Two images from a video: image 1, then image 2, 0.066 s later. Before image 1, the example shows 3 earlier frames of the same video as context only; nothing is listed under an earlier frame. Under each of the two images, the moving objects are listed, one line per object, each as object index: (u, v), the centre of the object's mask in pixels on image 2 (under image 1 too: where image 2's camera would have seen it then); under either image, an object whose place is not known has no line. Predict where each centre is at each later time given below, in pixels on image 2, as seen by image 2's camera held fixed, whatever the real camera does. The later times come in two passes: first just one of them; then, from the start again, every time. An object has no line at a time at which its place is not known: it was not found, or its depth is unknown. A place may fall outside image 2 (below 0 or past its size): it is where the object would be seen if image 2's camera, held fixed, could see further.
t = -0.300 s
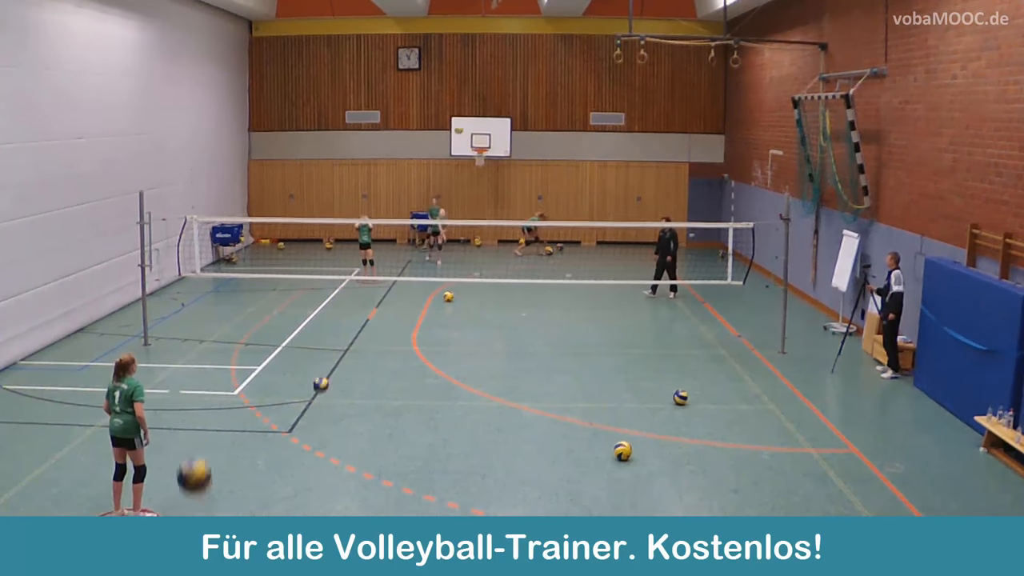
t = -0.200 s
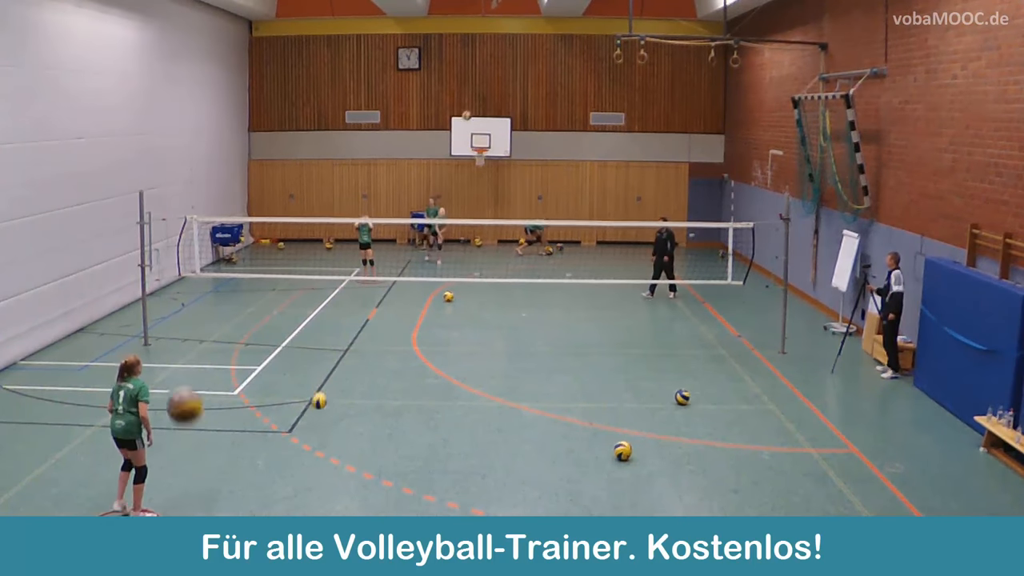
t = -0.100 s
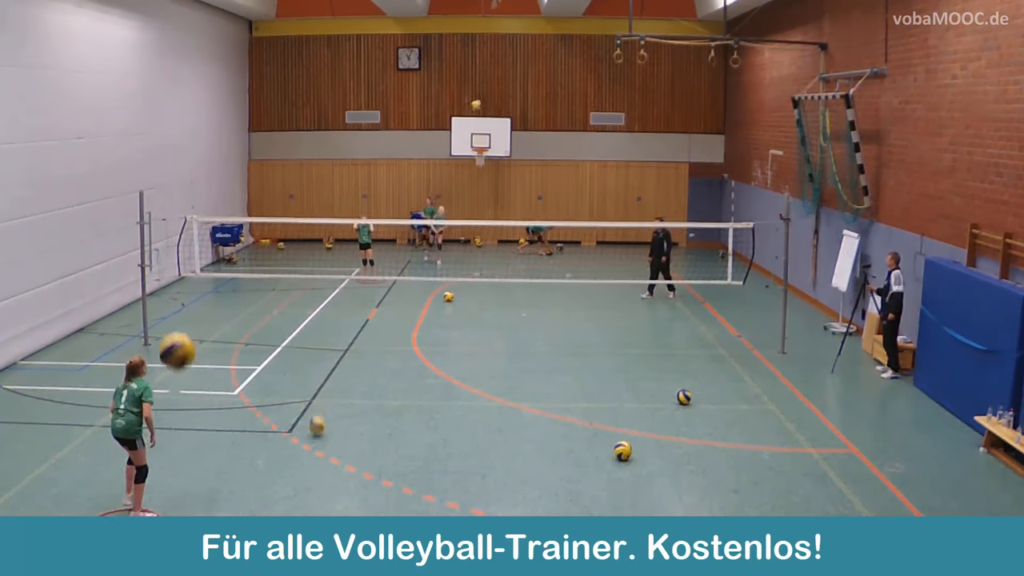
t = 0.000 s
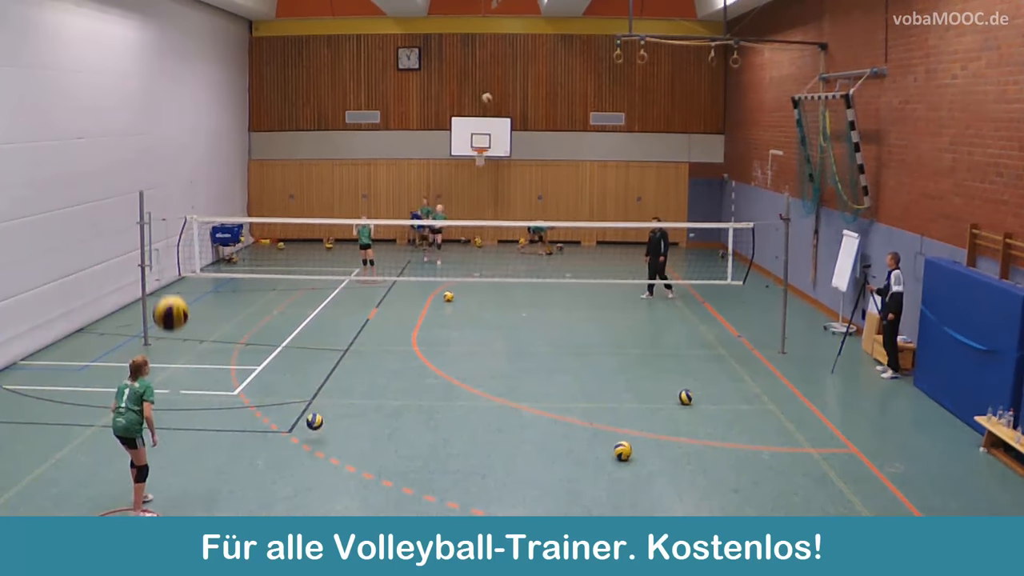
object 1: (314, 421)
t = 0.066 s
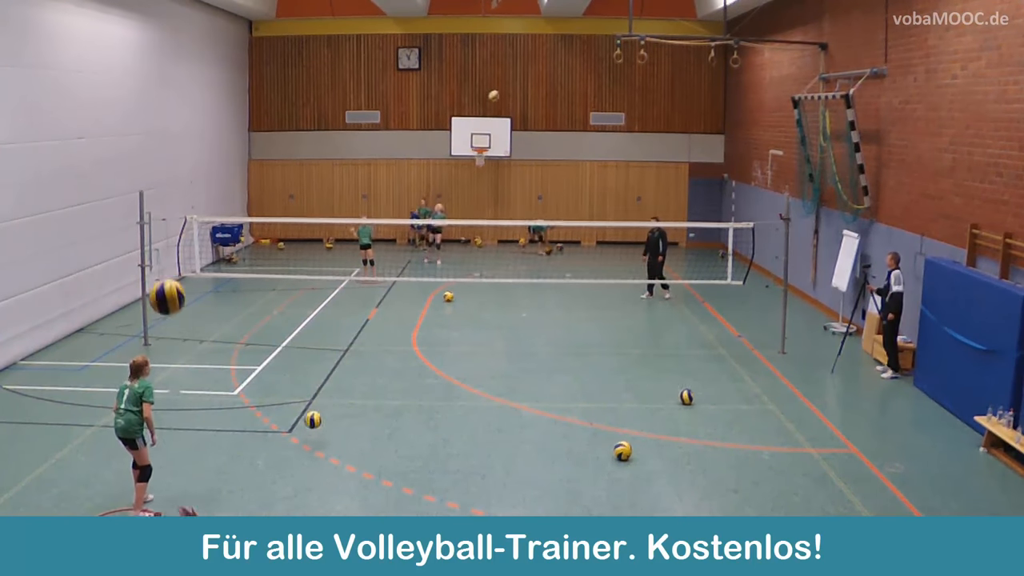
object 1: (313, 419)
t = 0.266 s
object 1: (308, 434)
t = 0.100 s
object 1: (312, 420)
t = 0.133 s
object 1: (311, 422)
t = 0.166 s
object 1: (310, 423)
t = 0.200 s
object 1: (310, 427)
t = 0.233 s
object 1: (309, 430)
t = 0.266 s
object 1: (308, 434)
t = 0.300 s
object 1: (308, 439)
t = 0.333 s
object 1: (307, 447)
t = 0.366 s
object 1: (306, 454)
